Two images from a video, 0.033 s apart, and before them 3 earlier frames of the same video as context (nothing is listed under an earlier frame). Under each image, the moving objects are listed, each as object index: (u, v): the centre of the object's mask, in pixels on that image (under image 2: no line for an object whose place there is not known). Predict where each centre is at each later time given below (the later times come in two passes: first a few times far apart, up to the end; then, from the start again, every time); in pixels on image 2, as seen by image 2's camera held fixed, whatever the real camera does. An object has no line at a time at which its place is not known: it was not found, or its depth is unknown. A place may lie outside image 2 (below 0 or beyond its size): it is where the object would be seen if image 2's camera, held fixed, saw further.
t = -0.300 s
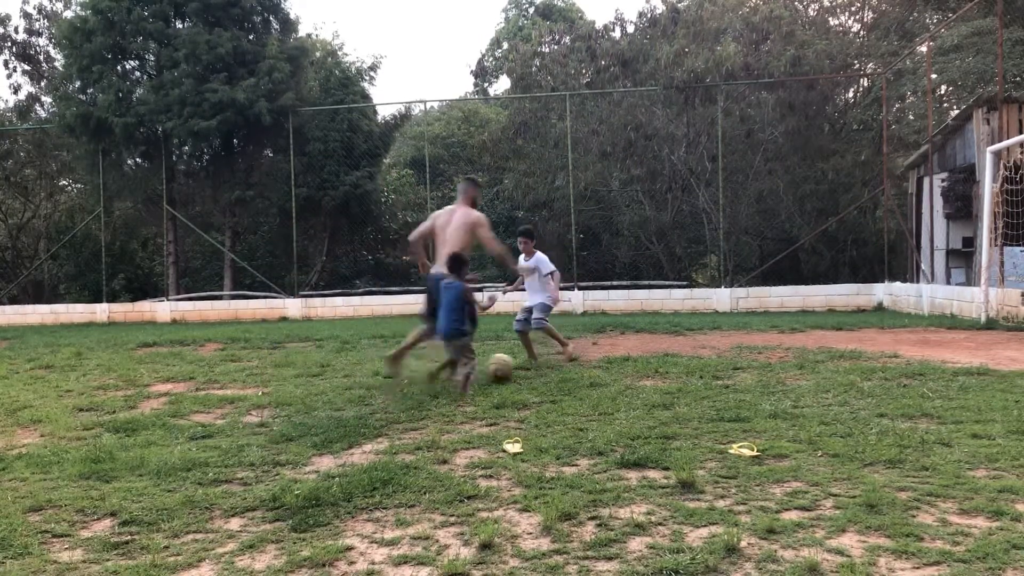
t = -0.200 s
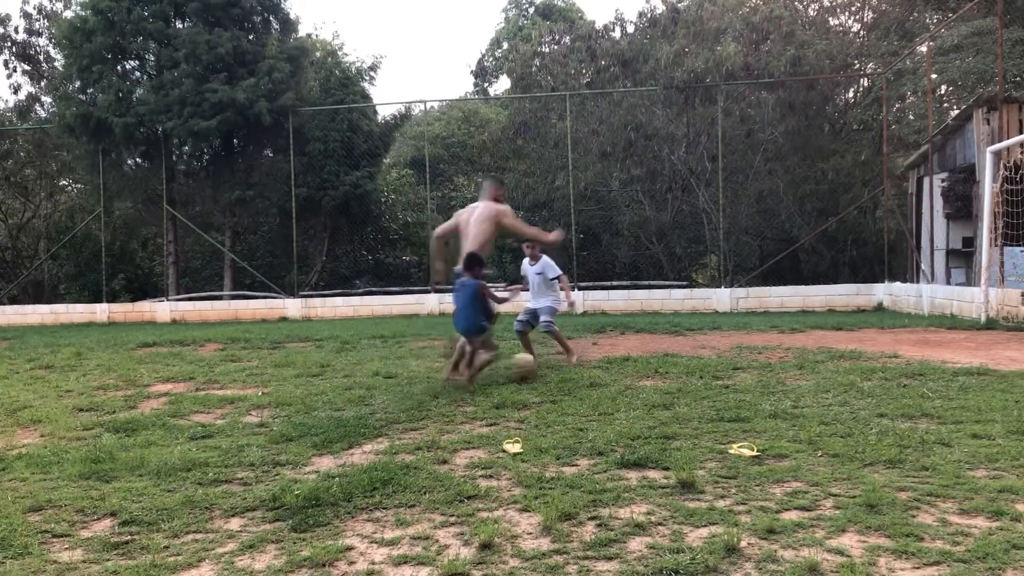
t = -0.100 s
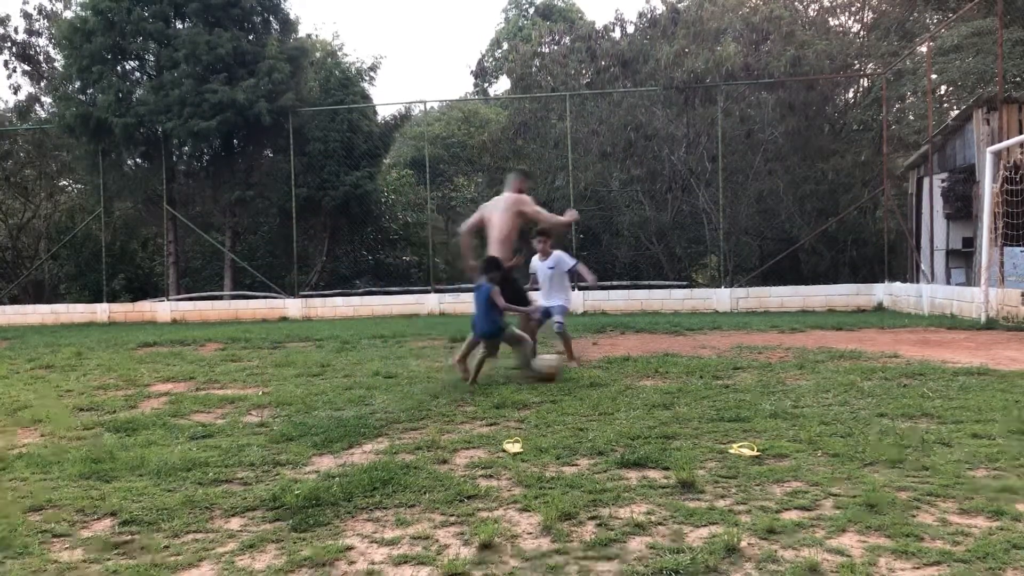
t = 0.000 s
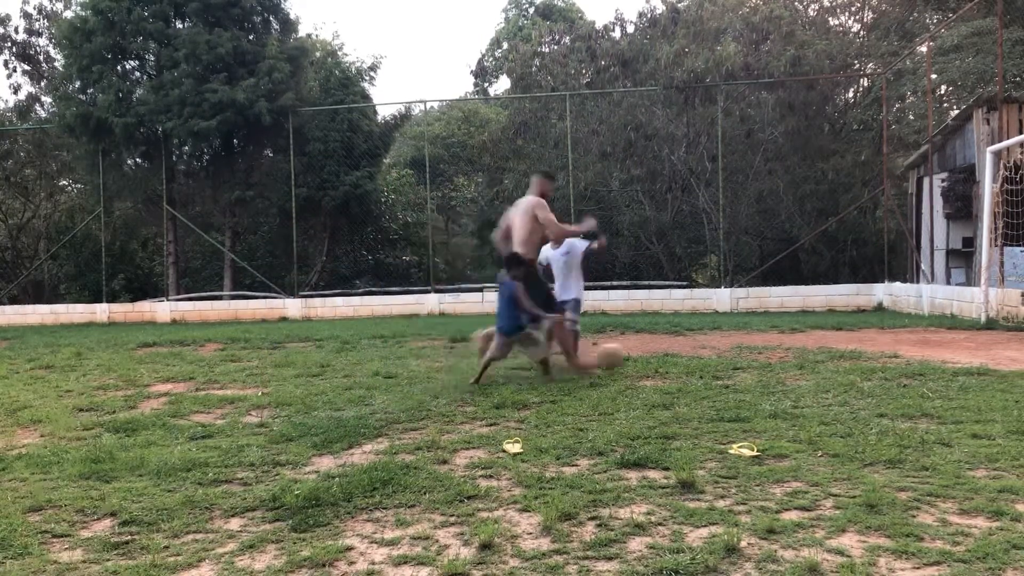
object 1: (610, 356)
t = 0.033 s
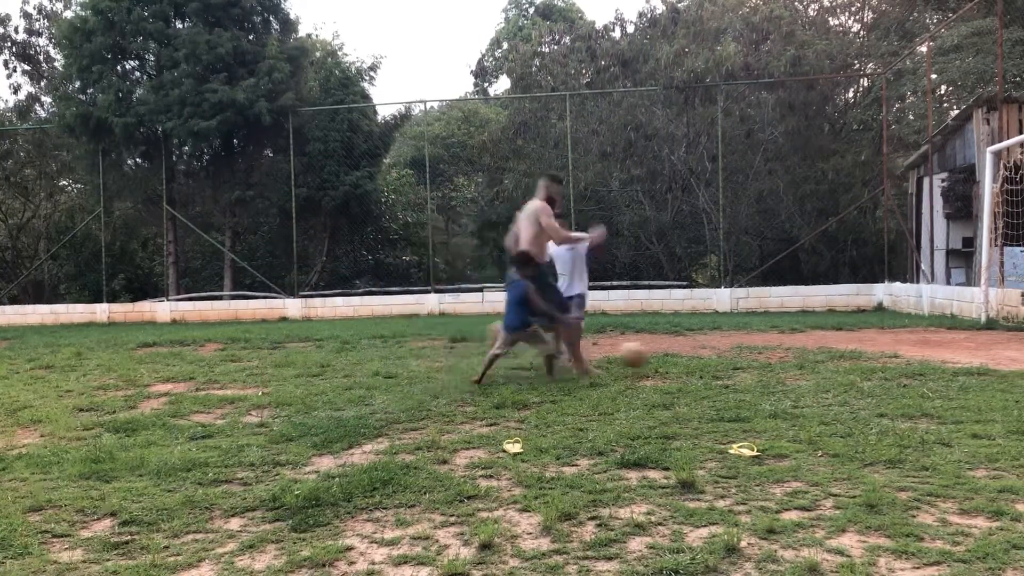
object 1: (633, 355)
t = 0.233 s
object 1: (737, 350)
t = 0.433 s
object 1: (815, 351)
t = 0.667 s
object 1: (885, 351)
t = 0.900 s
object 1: (951, 350)
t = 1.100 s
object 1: (1007, 348)
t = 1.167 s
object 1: (1017, 343)
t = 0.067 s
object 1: (654, 355)
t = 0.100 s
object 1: (673, 358)
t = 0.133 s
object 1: (696, 357)
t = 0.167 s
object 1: (711, 355)
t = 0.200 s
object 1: (722, 352)
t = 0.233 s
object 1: (737, 350)
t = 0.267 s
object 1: (751, 345)
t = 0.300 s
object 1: (764, 346)
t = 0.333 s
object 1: (778, 347)
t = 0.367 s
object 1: (790, 349)
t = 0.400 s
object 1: (806, 350)
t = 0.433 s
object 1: (815, 351)
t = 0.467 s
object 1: (825, 349)
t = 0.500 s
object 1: (833, 347)
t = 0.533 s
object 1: (845, 345)
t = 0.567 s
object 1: (856, 345)
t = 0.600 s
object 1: (865, 348)
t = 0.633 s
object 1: (876, 349)
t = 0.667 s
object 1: (885, 351)
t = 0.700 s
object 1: (895, 347)
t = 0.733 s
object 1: (903, 345)
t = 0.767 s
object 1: (913, 343)
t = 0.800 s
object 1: (923, 343)
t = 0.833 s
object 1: (933, 345)
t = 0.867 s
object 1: (942, 346)
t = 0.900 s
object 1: (951, 350)
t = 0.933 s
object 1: (960, 346)
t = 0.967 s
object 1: (969, 345)
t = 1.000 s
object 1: (978, 344)
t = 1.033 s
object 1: (987, 344)
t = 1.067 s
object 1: (999, 346)
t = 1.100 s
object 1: (1007, 348)
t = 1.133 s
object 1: (1013, 345)
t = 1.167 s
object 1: (1017, 343)
